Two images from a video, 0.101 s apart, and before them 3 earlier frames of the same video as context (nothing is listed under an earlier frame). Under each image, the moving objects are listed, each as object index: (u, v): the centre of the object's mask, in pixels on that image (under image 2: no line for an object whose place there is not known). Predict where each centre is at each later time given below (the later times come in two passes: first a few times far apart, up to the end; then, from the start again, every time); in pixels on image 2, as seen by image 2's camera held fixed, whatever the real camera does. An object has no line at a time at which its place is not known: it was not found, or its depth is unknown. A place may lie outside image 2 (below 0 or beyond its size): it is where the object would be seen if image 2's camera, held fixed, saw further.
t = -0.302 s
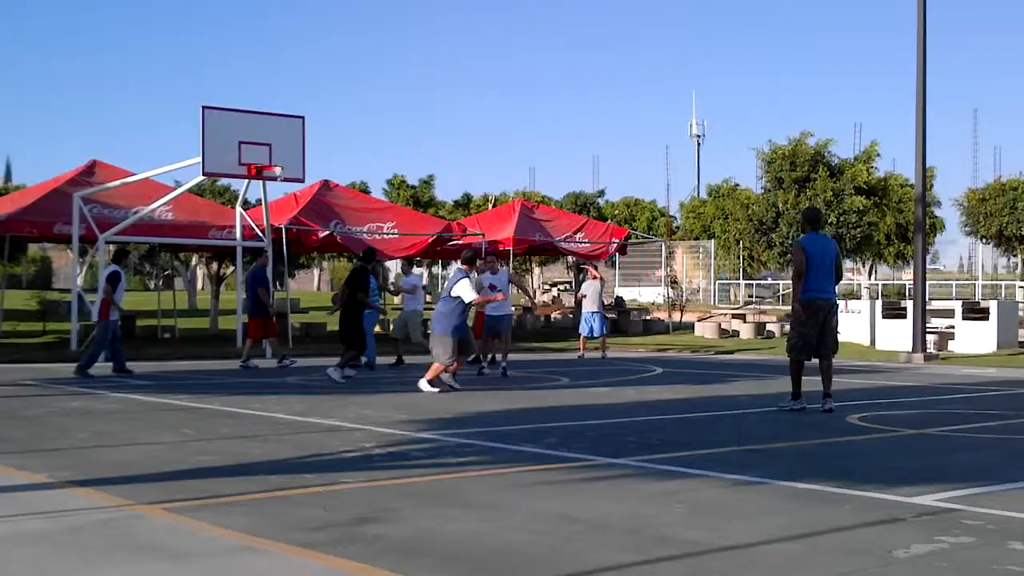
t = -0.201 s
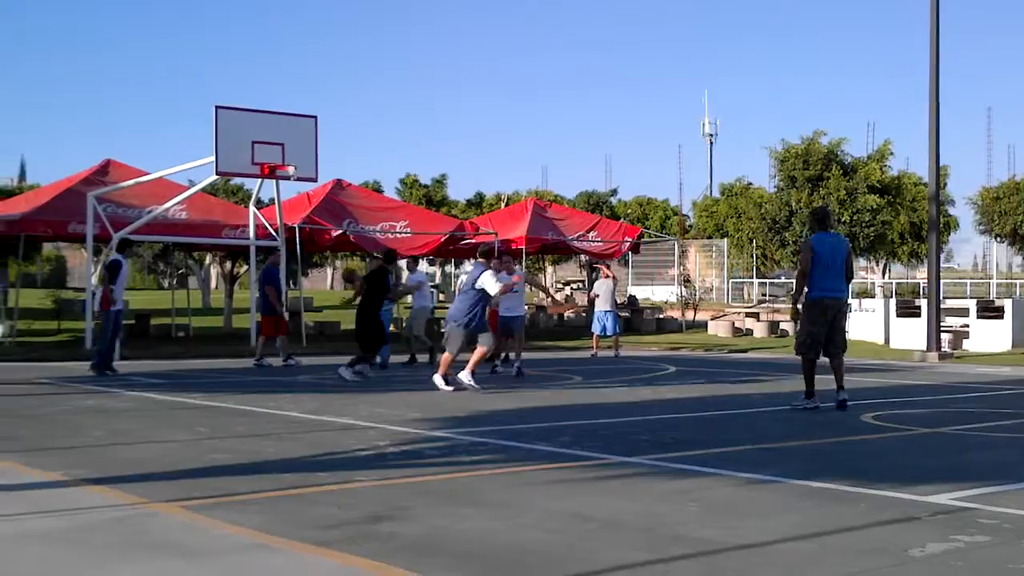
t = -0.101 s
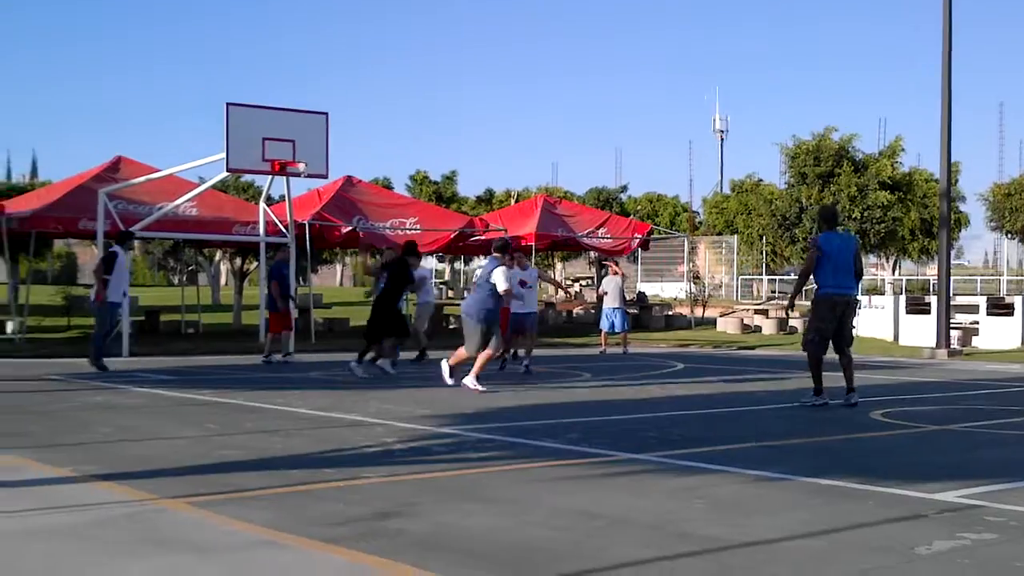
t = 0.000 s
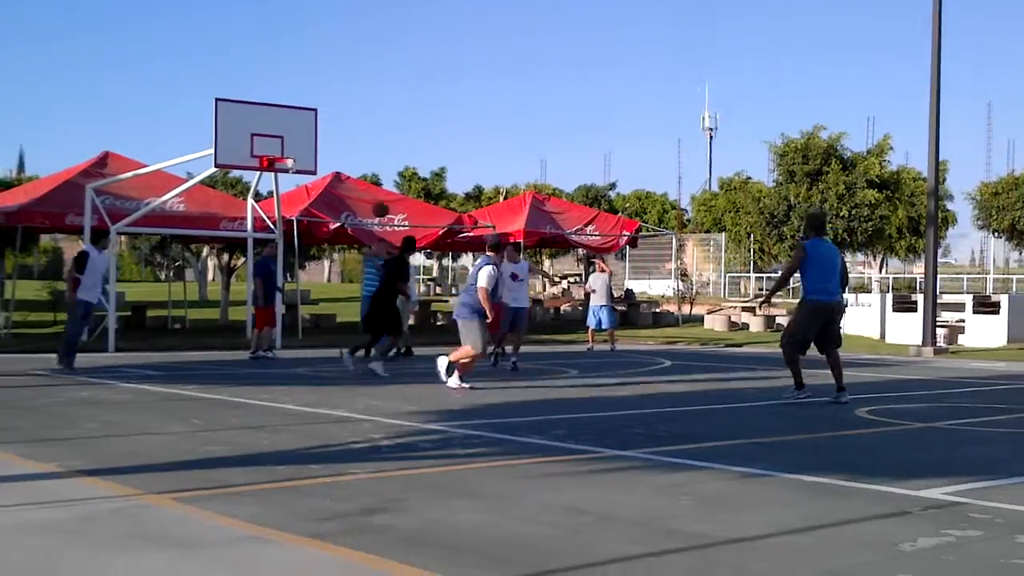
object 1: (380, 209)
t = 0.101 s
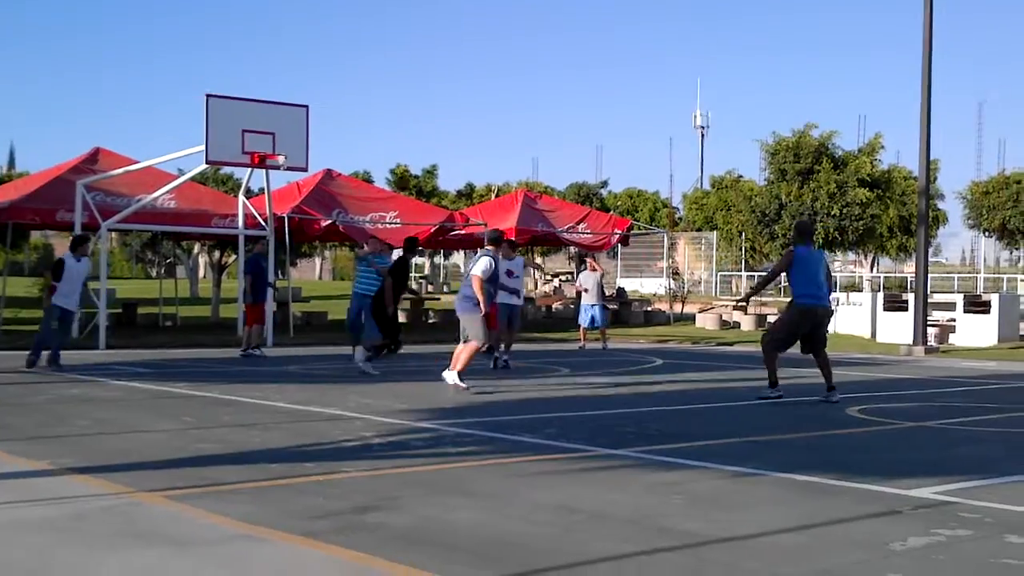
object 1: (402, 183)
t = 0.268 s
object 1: (461, 152)
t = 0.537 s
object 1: (582, 144)
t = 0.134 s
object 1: (414, 175)
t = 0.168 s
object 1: (424, 168)
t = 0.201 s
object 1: (436, 162)
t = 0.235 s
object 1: (448, 157)
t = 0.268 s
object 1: (461, 152)
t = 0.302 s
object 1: (474, 148)
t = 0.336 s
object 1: (488, 145)
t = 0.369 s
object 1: (502, 142)
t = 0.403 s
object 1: (517, 141)
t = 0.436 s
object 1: (533, 139)
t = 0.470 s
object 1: (548, 140)
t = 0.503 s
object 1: (565, 141)
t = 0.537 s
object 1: (582, 144)
